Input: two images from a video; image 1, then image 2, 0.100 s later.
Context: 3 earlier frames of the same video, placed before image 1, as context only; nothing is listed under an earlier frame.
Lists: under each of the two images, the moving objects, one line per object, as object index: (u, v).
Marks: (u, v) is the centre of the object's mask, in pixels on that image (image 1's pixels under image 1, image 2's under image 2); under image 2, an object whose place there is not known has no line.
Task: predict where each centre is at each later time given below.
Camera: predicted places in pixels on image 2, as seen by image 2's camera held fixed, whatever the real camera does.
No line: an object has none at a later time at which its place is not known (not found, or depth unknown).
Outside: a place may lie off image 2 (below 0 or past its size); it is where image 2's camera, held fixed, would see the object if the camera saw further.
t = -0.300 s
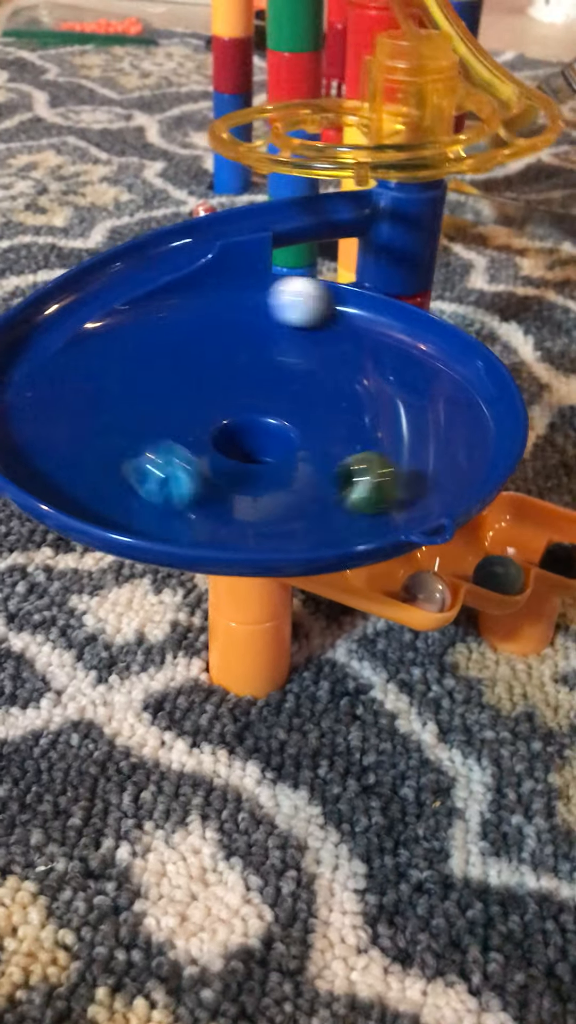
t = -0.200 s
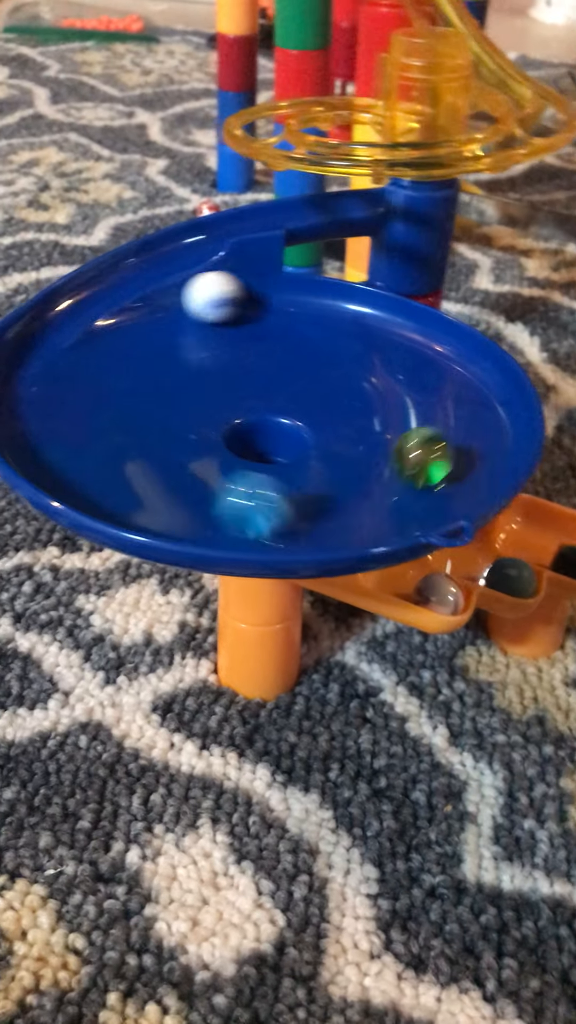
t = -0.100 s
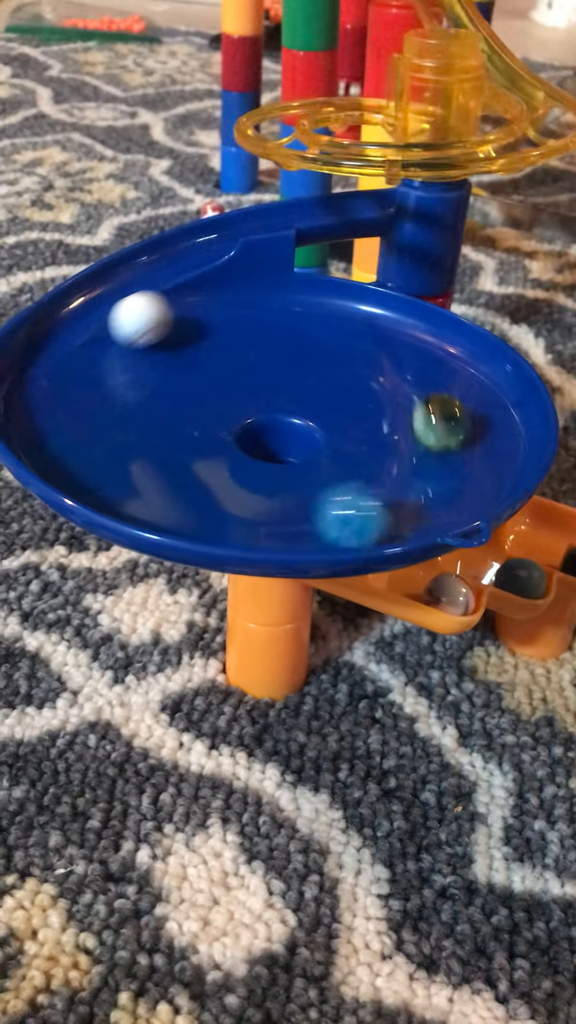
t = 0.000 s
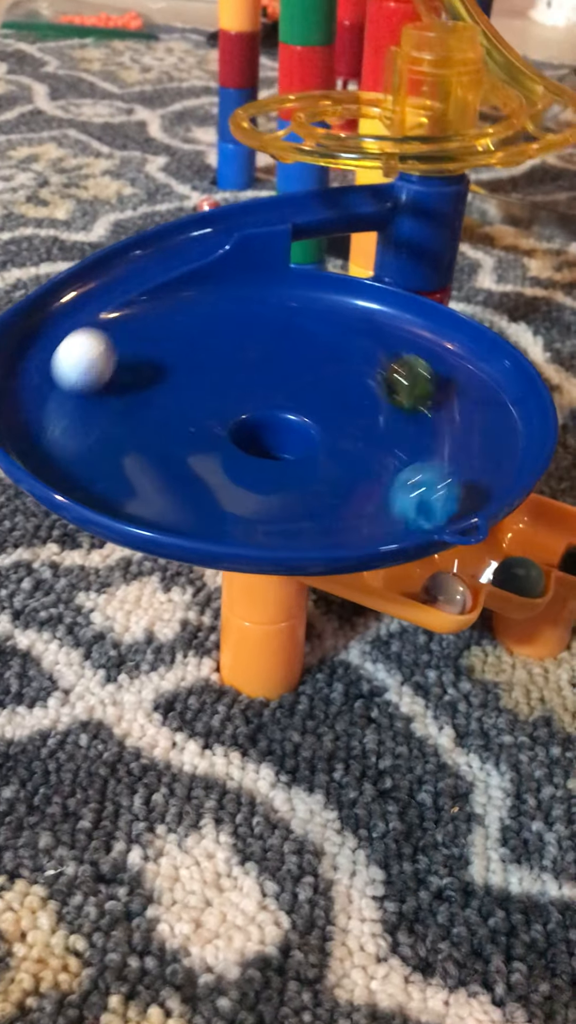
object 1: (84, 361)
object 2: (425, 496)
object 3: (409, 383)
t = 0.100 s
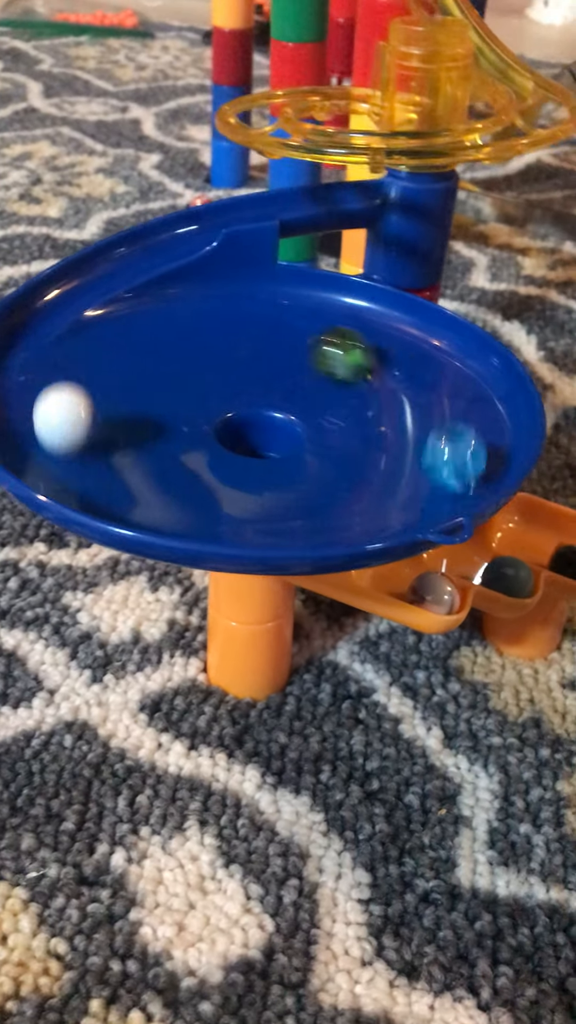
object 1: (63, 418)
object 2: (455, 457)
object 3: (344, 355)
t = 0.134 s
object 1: (77, 440)
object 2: (459, 442)
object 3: (320, 349)
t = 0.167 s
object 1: (95, 460)
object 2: (460, 427)
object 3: (298, 346)
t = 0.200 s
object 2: (457, 410)
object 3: (271, 343)
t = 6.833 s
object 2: (189, 433)
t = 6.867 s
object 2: (203, 444)
